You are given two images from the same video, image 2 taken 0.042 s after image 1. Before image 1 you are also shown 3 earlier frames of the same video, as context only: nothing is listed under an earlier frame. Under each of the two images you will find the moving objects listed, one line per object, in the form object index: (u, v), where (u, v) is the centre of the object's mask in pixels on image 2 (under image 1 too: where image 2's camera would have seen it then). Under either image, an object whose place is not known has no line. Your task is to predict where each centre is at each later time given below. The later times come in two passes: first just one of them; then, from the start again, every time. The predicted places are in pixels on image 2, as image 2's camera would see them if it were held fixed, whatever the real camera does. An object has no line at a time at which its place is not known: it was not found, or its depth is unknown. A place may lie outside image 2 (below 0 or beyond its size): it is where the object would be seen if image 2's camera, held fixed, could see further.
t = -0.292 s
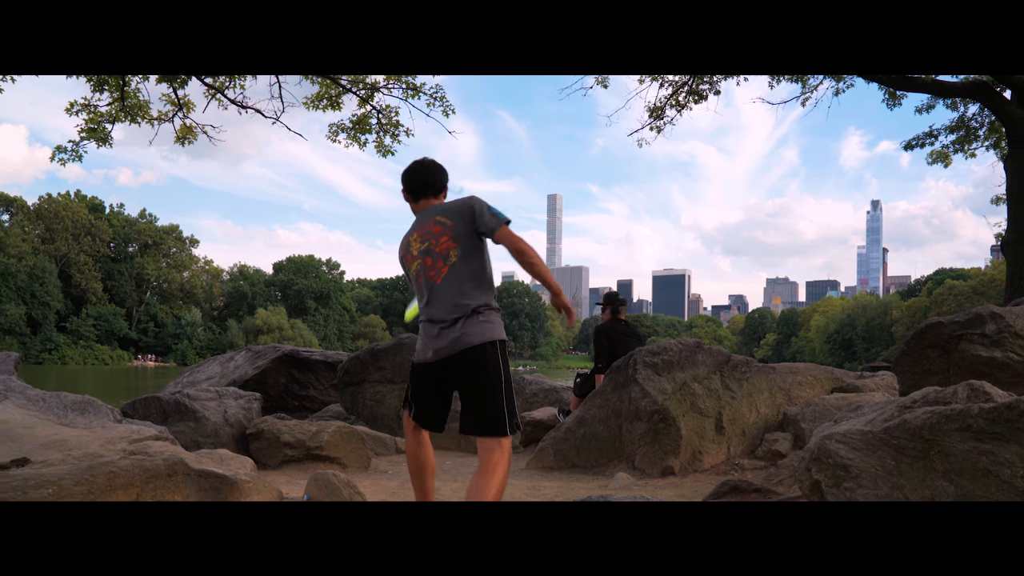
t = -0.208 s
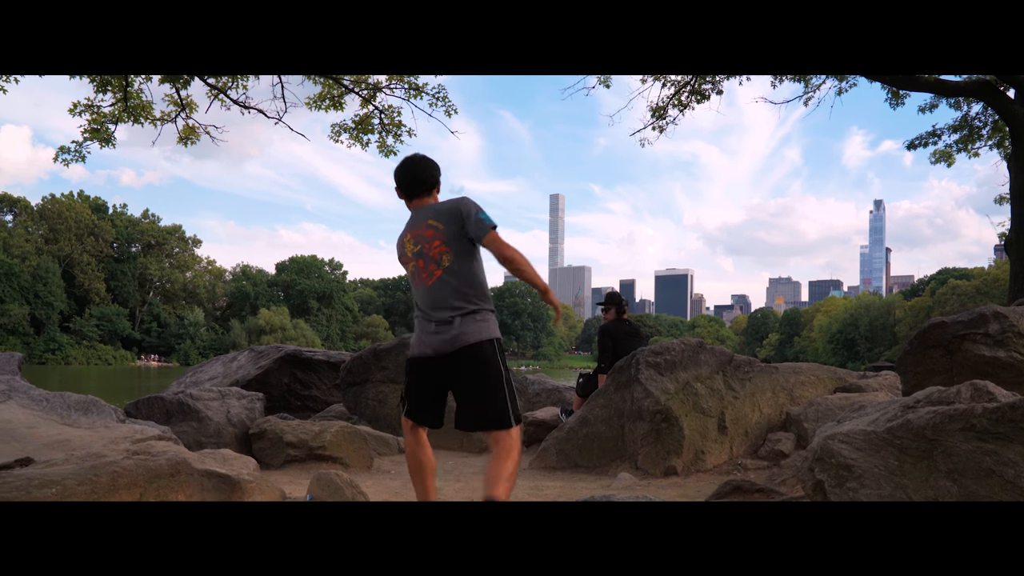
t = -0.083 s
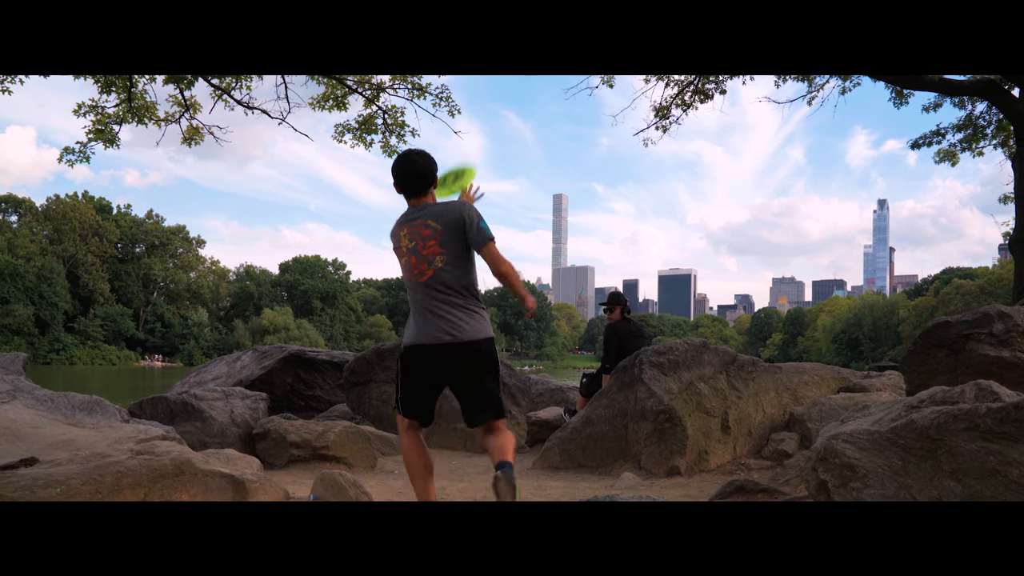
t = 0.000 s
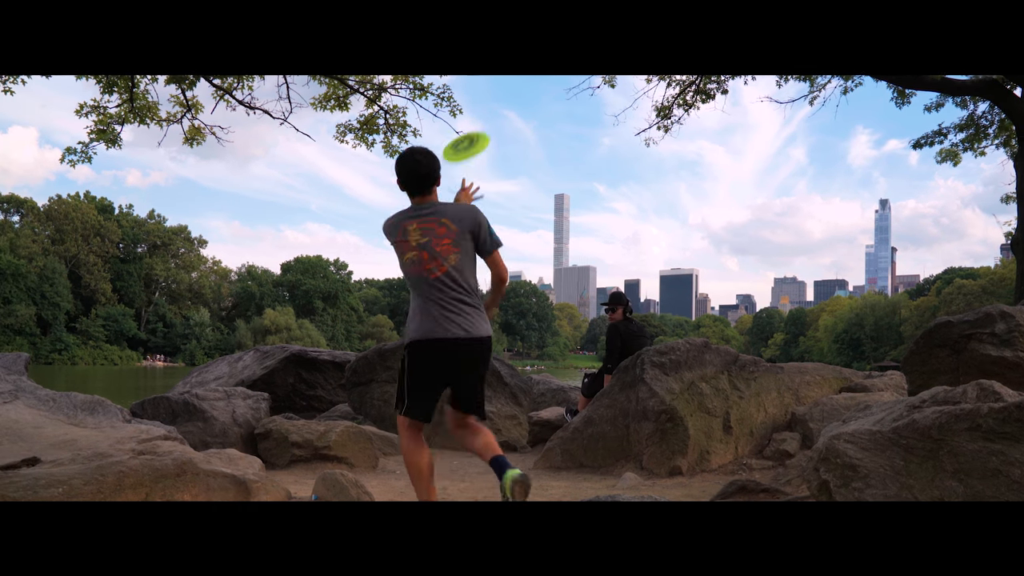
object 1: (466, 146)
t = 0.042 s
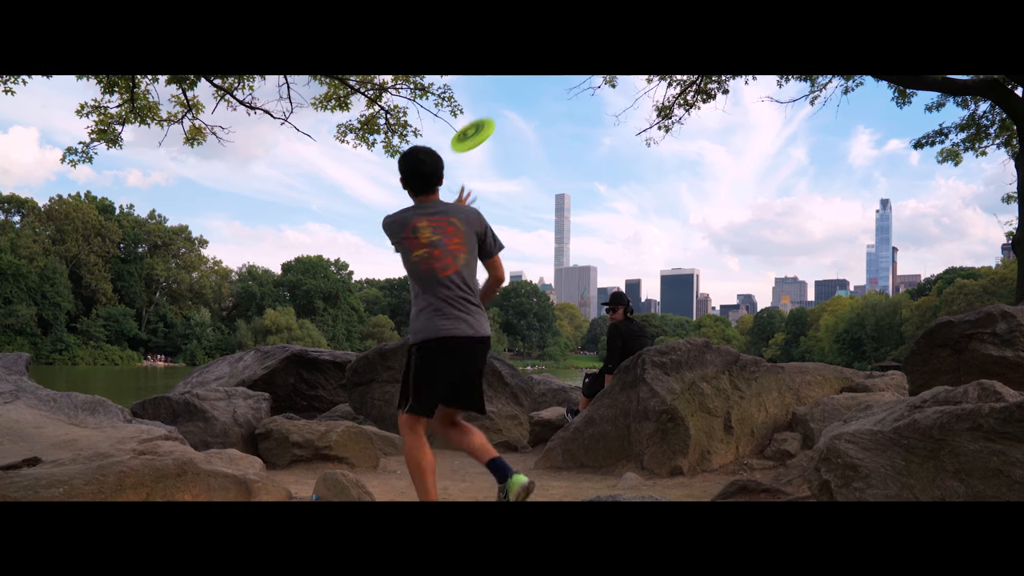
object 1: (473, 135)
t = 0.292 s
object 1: (504, 128)
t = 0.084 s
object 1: (478, 126)
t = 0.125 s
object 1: (483, 121)
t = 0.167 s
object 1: (489, 118)
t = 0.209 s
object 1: (494, 119)
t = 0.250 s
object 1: (499, 122)
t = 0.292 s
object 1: (504, 128)
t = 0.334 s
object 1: (508, 137)
